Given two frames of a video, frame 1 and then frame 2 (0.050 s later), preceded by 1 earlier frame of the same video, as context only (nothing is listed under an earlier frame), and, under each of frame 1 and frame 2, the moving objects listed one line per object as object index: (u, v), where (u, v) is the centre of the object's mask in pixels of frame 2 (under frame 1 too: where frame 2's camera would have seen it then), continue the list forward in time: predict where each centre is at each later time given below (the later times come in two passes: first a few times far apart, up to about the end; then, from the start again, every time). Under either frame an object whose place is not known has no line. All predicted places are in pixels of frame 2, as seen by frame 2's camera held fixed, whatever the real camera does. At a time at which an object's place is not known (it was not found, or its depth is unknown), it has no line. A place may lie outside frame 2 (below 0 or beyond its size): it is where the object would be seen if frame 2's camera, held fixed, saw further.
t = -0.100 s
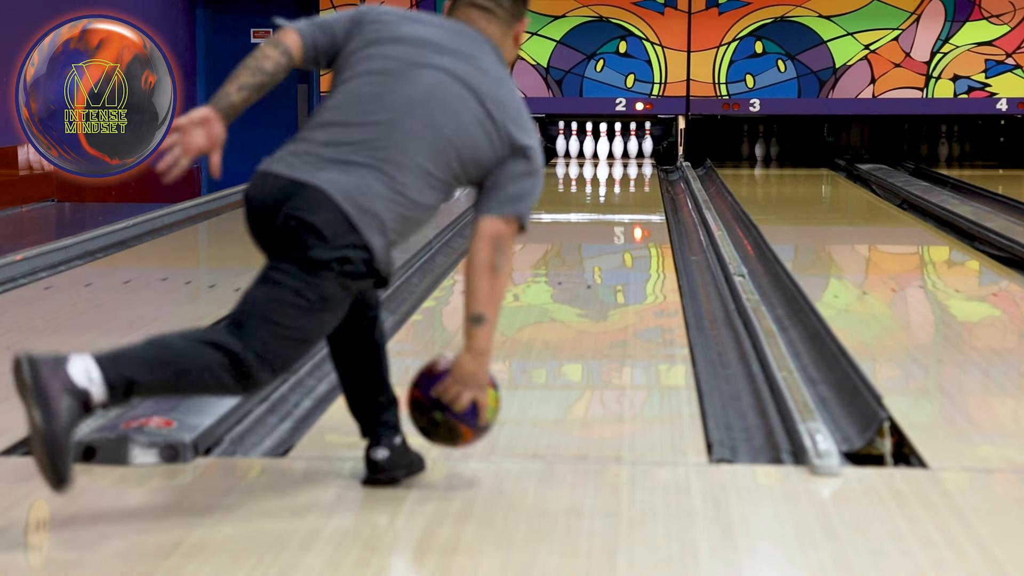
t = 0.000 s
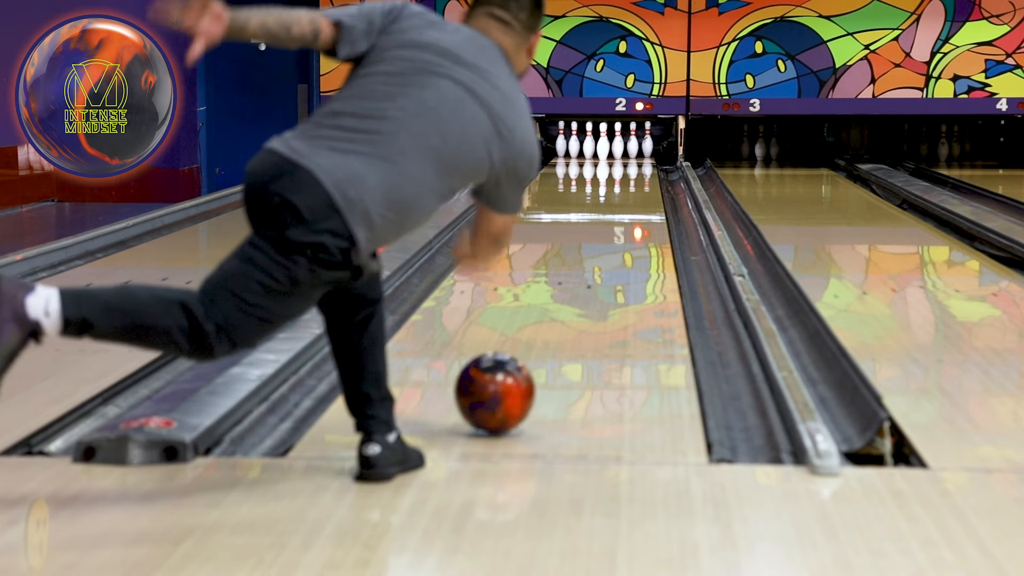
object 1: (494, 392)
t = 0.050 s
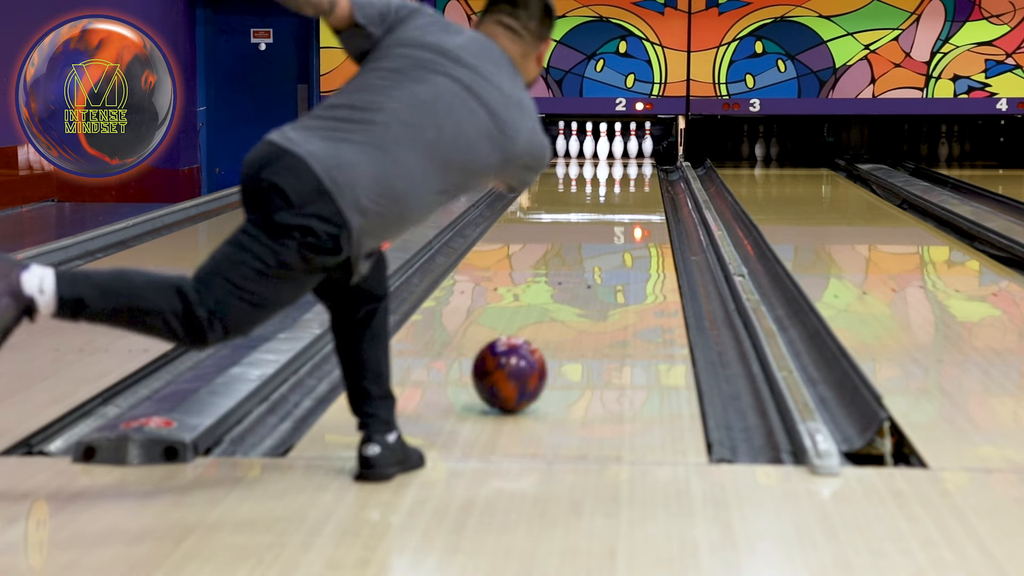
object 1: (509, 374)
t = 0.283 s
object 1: (558, 306)
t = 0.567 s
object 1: (593, 255)
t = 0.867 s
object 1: (615, 221)
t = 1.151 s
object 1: (629, 197)
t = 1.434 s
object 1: (637, 181)
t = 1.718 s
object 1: (639, 168)
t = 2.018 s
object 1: (632, 158)
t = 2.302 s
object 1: (617, 150)
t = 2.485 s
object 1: (621, 146)
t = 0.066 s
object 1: (514, 368)
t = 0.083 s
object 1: (518, 362)
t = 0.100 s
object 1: (521, 357)
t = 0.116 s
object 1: (526, 352)
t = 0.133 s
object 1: (529, 346)
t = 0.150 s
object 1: (533, 341)
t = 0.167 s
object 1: (536, 336)
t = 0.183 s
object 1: (540, 331)
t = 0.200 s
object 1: (543, 327)
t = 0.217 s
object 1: (546, 323)
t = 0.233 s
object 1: (549, 318)
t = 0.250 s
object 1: (552, 314)
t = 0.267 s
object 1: (555, 310)
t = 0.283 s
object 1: (558, 306)
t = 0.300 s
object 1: (560, 302)
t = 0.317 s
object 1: (563, 299)
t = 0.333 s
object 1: (565, 295)
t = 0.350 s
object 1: (568, 291)
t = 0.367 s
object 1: (570, 288)
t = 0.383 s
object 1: (572, 285)
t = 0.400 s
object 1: (577, 286)
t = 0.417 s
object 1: (582, 280)
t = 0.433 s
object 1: (580, 275)
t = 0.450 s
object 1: (580, 273)
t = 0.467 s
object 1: (582, 270)
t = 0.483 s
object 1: (584, 268)
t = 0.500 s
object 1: (586, 265)
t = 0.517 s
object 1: (588, 262)
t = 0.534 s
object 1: (589, 260)
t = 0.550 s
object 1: (591, 258)
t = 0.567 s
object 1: (593, 255)
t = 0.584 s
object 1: (594, 253)
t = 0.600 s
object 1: (595, 251)
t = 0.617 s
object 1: (597, 248)
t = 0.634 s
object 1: (598, 246)
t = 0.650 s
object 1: (600, 244)
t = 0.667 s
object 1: (601, 242)
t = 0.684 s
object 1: (603, 240)
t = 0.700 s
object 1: (604, 238)
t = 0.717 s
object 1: (605, 236)
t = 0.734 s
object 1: (606, 234)
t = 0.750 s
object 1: (607, 232)
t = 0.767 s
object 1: (609, 231)
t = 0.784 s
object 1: (610, 229)
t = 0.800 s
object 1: (611, 227)
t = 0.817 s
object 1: (612, 225)
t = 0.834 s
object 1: (613, 224)
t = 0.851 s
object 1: (614, 222)
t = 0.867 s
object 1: (615, 221)
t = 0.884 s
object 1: (616, 219)
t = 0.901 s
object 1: (617, 217)
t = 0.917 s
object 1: (618, 216)
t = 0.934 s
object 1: (619, 214)
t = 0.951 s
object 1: (620, 213)
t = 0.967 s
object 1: (621, 212)
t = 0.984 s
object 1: (622, 210)
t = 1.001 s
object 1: (622, 209)
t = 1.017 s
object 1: (623, 208)
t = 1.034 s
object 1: (624, 206)
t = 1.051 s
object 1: (624, 205)
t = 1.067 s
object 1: (625, 203)
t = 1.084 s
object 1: (626, 202)
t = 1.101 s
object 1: (627, 201)
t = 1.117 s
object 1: (627, 200)
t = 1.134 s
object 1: (628, 199)
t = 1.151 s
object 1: (629, 197)
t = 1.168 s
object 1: (629, 196)
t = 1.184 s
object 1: (630, 195)
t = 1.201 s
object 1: (630, 194)
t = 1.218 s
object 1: (631, 193)
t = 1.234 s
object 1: (632, 192)
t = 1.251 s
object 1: (632, 191)
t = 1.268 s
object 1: (633, 190)
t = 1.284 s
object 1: (633, 190)
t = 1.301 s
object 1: (634, 188)
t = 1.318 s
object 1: (634, 187)
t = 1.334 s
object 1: (635, 186)
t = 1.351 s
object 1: (635, 186)
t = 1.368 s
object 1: (635, 185)
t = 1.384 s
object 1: (636, 184)
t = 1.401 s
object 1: (636, 183)
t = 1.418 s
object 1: (637, 182)
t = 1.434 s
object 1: (637, 181)
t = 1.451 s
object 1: (637, 180)
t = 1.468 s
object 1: (638, 179)
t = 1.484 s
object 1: (638, 178)
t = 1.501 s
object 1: (638, 177)
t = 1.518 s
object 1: (638, 177)
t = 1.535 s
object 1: (638, 176)
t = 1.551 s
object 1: (639, 175)
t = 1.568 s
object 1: (639, 174)
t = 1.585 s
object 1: (639, 174)
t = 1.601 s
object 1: (639, 173)
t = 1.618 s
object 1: (640, 172)
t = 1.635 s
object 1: (639, 171)
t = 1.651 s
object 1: (639, 171)
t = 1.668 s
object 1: (639, 170)
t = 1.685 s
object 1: (639, 170)
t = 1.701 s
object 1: (639, 169)
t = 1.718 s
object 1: (639, 168)
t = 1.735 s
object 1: (639, 168)
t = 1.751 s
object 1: (639, 167)
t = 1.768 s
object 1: (639, 166)
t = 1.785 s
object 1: (639, 165)
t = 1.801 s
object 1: (638, 165)
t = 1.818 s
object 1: (638, 164)
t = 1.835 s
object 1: (638, 163)
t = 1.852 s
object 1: (637, 163)
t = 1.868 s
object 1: (637, 162)
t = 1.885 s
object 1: (636, 162)
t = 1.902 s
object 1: (636, 161)
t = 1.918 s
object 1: (635, 160)
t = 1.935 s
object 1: (635, 160)
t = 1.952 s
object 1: (634, 159)
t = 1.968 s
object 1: (634, 159)
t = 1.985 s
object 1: (633, 158)
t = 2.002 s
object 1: (633, 158)
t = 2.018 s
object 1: (632, 158)
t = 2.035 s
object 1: (631, 157)
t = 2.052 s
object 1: (631, 157)
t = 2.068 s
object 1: (630, 156)
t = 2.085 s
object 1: (629, 155)
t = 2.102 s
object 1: (628, 155)
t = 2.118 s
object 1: (627, 155)
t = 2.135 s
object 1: (626, 154)
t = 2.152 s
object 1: (625, 154)
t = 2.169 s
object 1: (624, 153)
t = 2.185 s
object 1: (623, 153)
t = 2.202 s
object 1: (622, 153)
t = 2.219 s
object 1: (621, 152)
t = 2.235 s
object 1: (620, 152)
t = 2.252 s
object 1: (620, 151)
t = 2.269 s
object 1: (619, 151)
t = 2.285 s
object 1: (618, 150)
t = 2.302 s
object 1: (617, 150)
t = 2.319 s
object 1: (617, 150)
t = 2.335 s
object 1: (618, 149)
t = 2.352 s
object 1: (619, 149)
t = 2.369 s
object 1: (619, 149)
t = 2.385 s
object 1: (620, 148)
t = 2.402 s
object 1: (621, 148)
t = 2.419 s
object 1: (621, 148)
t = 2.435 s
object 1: (621, 148)
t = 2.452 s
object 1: (621, 147)
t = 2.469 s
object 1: (621, 147)
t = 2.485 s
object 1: (621, 146)
